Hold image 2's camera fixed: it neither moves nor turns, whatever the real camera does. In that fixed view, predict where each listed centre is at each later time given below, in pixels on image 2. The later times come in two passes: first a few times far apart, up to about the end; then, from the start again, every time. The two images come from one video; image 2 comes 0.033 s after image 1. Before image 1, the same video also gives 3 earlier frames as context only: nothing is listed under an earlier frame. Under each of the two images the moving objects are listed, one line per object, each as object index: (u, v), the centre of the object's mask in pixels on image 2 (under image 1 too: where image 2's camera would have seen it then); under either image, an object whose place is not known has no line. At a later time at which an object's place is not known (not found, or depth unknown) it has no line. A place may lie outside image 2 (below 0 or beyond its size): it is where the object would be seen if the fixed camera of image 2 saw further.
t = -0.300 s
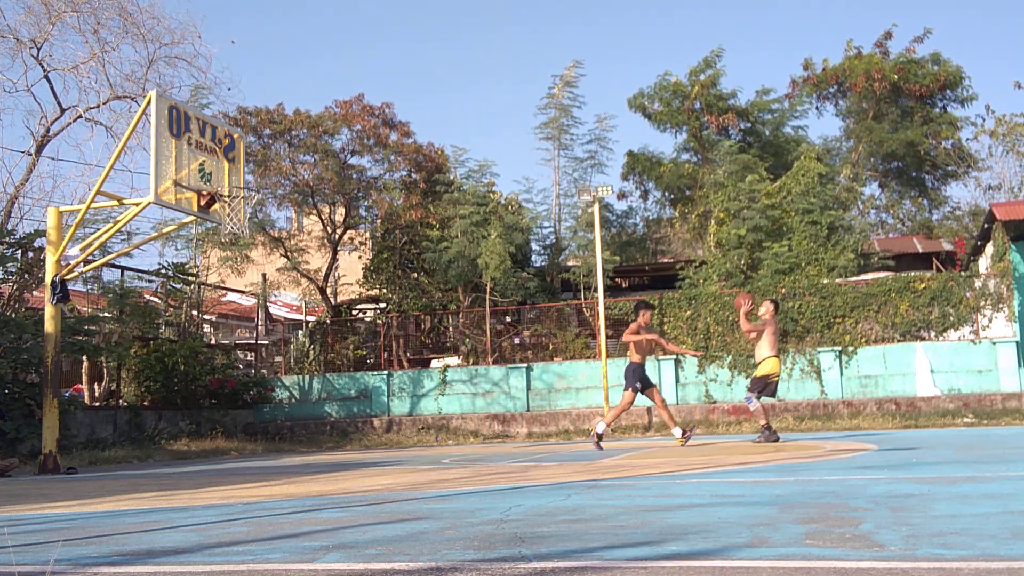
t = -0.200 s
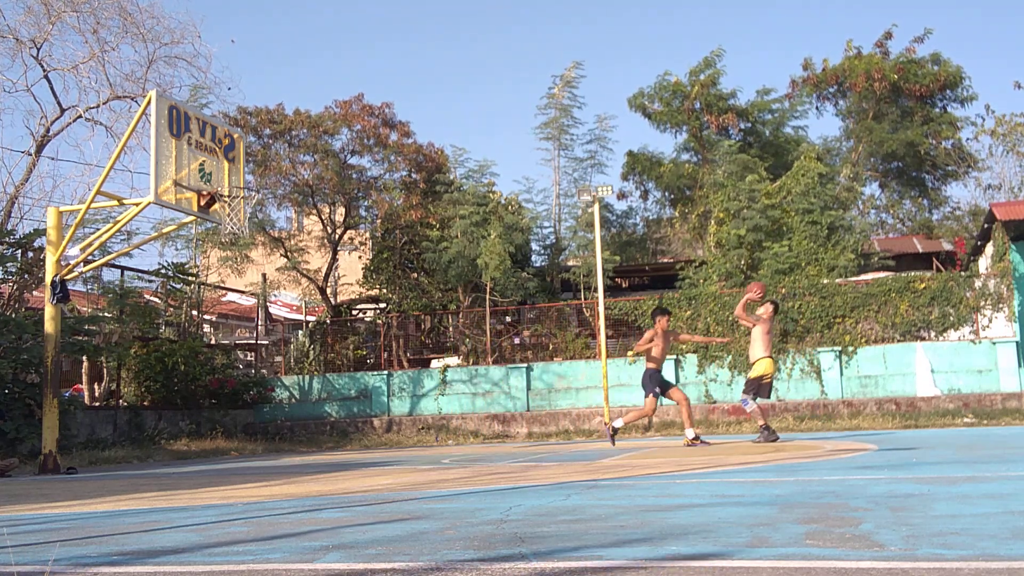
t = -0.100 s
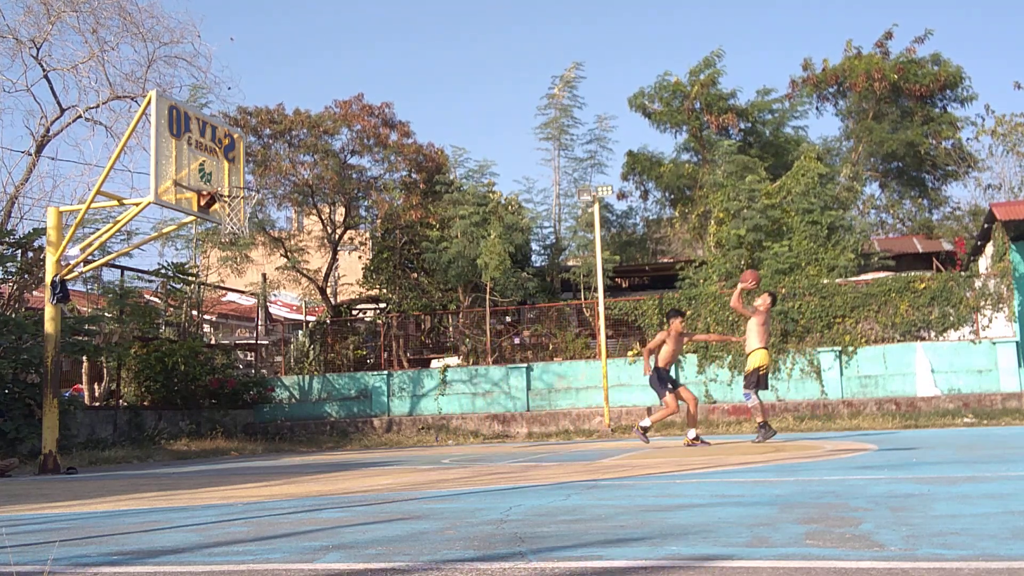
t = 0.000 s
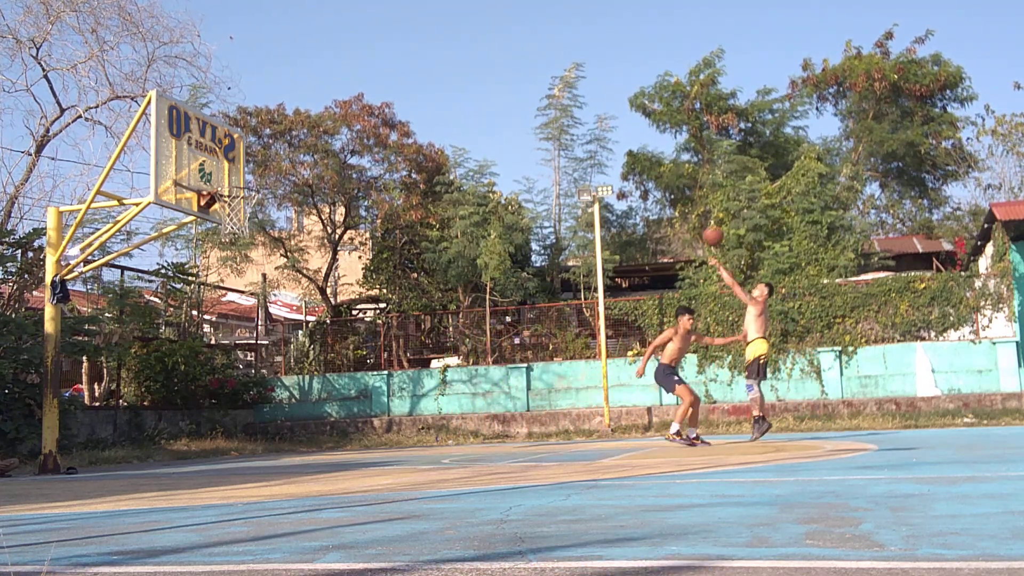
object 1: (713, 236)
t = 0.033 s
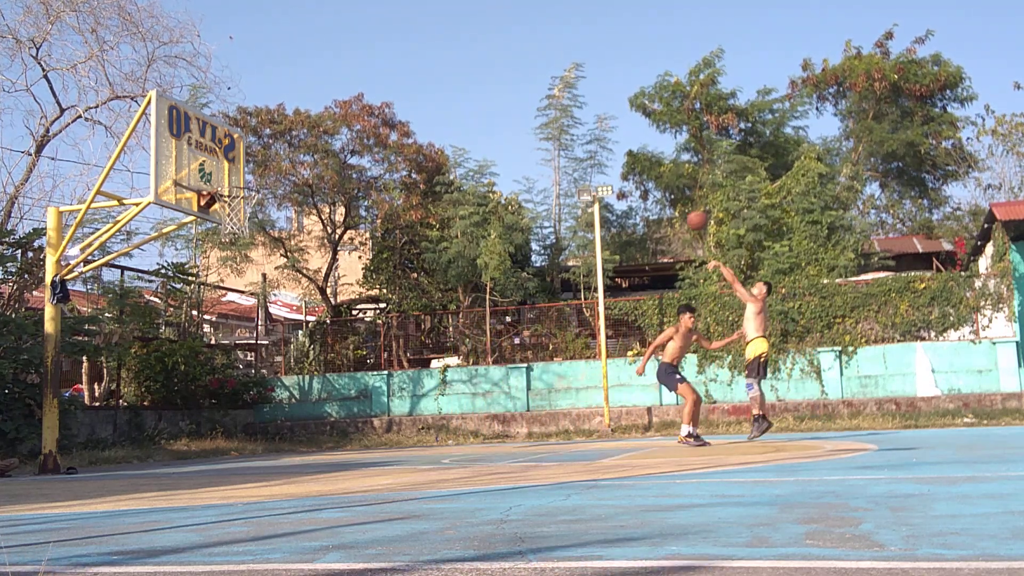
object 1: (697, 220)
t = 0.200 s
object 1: (619, 156)
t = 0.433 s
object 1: (512, 103)
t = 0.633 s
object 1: (422, 91)
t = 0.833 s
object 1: (330, 113)
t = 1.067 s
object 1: (222, 180)
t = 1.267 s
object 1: (279, 145)
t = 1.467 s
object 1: (335, 137)
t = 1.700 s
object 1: (398, 167)
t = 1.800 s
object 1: (423, 192)
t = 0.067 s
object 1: (681, 205)
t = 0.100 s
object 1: (665, 192)
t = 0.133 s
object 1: (649, 178)
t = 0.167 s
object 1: (634, 167)
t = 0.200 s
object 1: (619, 156)
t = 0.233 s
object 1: (603, 146)
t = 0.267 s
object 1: (588, 137)
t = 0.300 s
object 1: (573, 128)
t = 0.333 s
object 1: (557, 120)
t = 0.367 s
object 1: (542, 114)
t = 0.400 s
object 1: (527, 108)
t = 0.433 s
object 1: (512, 103)
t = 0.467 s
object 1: (497, 98)
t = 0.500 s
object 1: (482, 95)
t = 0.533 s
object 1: (467, 93)
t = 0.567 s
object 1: (452, 91)
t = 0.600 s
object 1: (437, 91)
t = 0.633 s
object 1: (422, 91)
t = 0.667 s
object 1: (406, 92)
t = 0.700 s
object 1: (391, 95)
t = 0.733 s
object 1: (376, 98)
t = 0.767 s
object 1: (361, 102)
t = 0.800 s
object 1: (345, 107)
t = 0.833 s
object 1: (330, 113)
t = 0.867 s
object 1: (315, 120)
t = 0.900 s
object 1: (299, 128)
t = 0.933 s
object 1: (284, 137)
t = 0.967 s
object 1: (269, 146)
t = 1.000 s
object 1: (253, 157)
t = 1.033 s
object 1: (238, 169)
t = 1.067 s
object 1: (222, 180)
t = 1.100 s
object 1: (228, 177)
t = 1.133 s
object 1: (239, 169)
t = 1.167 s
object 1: (250, 161)
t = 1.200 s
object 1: (259, 155)
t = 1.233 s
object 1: (268, 149)
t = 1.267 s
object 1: (279, 145)
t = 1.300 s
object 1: (289, 141)
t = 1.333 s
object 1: (298, 139)
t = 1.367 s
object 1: (307, 137)
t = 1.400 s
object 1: (317, 136)
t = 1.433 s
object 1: (326, 137)
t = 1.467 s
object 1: (335, 137)
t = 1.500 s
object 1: (344, 139)
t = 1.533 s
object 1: (353, 142)
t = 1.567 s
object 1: (362, 145)
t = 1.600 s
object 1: (372, 150)
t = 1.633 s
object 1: (380, 155)
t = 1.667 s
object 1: (389, 161)
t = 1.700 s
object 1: (398, 167)
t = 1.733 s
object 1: (406, 175)
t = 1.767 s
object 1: (414, 183)
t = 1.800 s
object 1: (423, 192)
